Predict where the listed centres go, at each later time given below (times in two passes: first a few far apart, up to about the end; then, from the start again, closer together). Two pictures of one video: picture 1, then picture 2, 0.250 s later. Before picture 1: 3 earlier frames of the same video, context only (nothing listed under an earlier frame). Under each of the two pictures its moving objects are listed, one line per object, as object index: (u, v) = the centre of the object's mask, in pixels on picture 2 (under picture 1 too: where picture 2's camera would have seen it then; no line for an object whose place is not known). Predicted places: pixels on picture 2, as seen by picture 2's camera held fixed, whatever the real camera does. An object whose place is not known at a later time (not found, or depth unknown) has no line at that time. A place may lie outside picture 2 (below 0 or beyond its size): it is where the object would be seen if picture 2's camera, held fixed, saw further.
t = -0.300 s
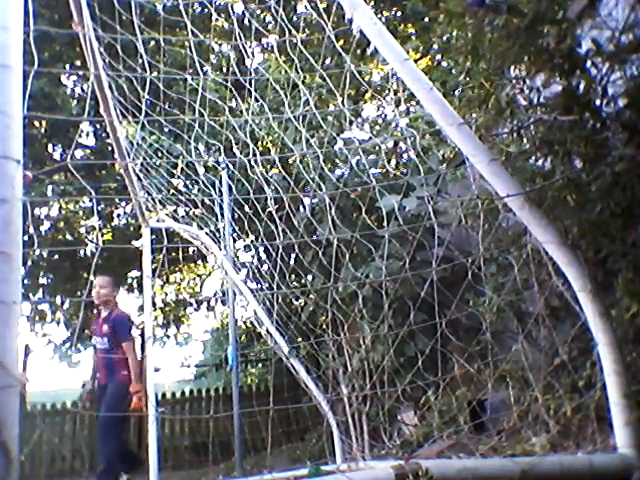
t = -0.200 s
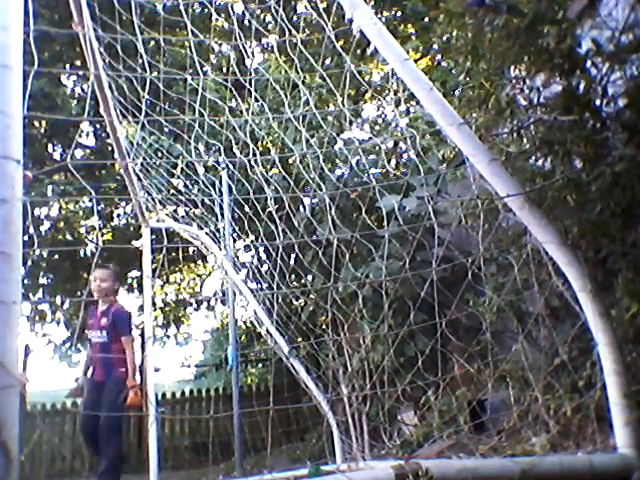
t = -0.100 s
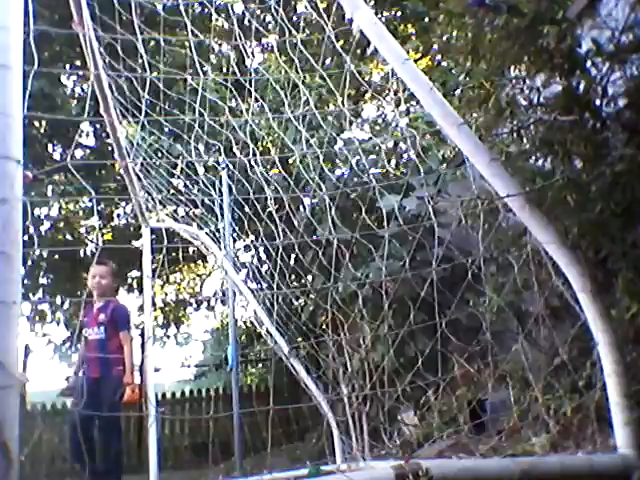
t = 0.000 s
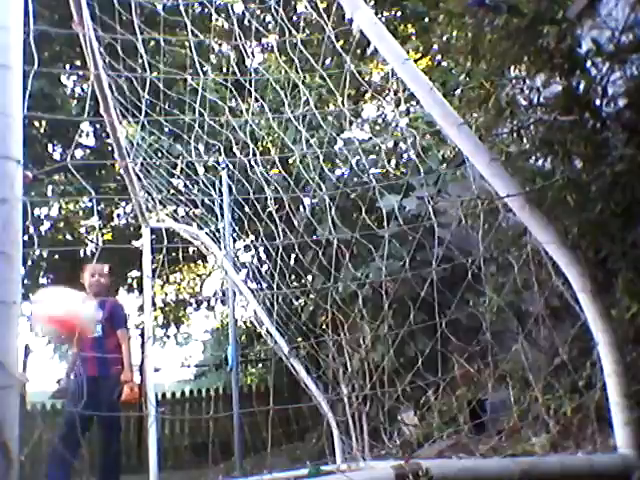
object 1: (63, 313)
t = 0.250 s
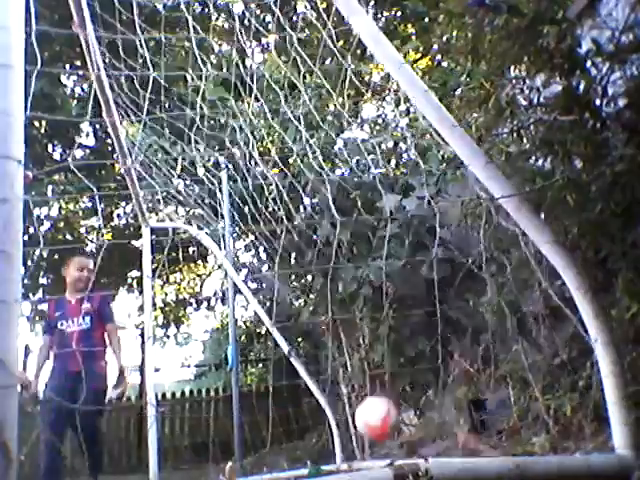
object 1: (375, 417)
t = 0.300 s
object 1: (379, 393)
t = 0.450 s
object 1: (369, 354)
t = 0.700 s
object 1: (328, 393)
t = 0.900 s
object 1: (301, 433)
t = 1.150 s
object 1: (294, 418)
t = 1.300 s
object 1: (290, 458)
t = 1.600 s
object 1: (281, 451)
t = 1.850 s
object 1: (257, 459)
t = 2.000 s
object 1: (244, 460)
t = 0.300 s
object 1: (379, 393)
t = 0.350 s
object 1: (379, 371)
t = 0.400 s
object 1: (377, 361)
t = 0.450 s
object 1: (369, 354)
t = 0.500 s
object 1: (361, 353)
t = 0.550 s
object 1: (353, 355)
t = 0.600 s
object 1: (345, 362)
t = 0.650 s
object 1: (336, 375)
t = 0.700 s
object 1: (328, 393)
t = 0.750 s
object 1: (317, 417)
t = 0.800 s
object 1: (308, 447)
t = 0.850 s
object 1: (304, 450)
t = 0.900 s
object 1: (301, 433)
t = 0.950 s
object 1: (300, 419)
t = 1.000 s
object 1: (298, 412)
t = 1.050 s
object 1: (297, 409)
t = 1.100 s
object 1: (295, 411)
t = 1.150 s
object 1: (294, 418)
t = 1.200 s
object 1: (293, 428)
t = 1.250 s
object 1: (291, 446)
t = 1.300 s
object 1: (290, 458)
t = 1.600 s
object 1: (281, 451)
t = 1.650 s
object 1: (278, 460)
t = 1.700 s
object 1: (273, 453)
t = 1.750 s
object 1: (267, 450)
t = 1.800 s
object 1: (262, 452)
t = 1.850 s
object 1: (257, 459)
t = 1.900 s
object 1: (252, 461)
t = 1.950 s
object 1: (248, 459)
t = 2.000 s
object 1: (244, 460)
